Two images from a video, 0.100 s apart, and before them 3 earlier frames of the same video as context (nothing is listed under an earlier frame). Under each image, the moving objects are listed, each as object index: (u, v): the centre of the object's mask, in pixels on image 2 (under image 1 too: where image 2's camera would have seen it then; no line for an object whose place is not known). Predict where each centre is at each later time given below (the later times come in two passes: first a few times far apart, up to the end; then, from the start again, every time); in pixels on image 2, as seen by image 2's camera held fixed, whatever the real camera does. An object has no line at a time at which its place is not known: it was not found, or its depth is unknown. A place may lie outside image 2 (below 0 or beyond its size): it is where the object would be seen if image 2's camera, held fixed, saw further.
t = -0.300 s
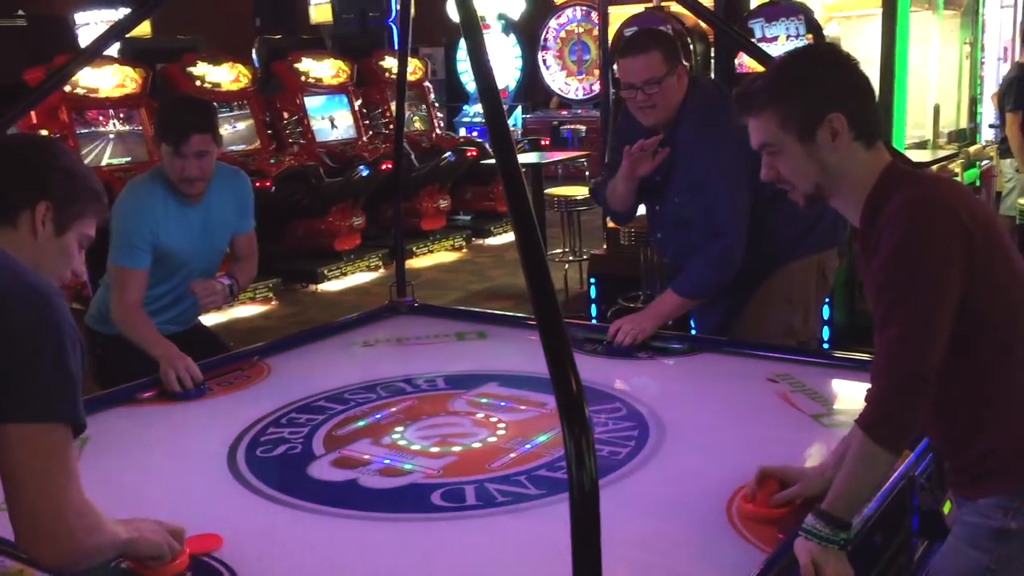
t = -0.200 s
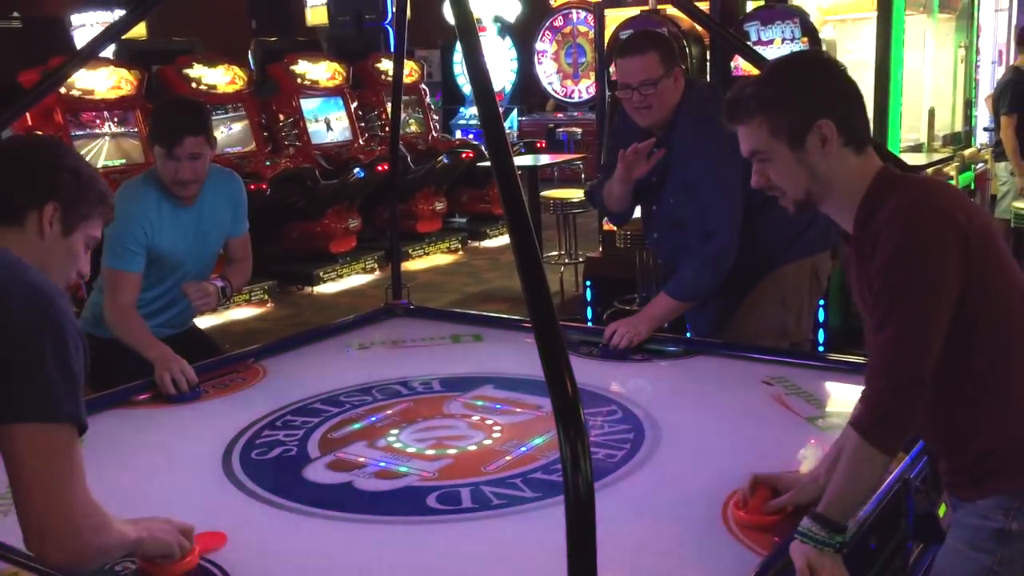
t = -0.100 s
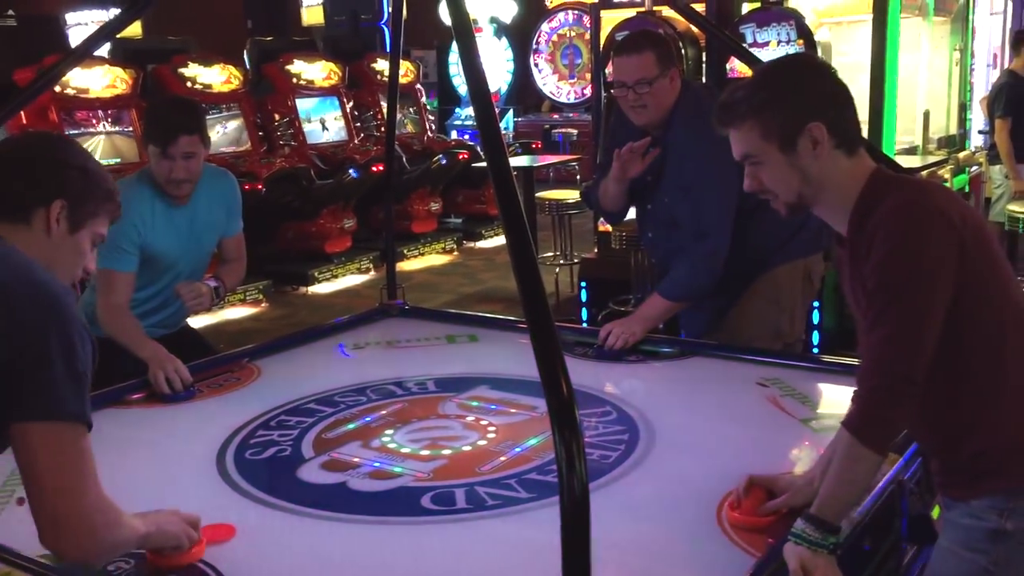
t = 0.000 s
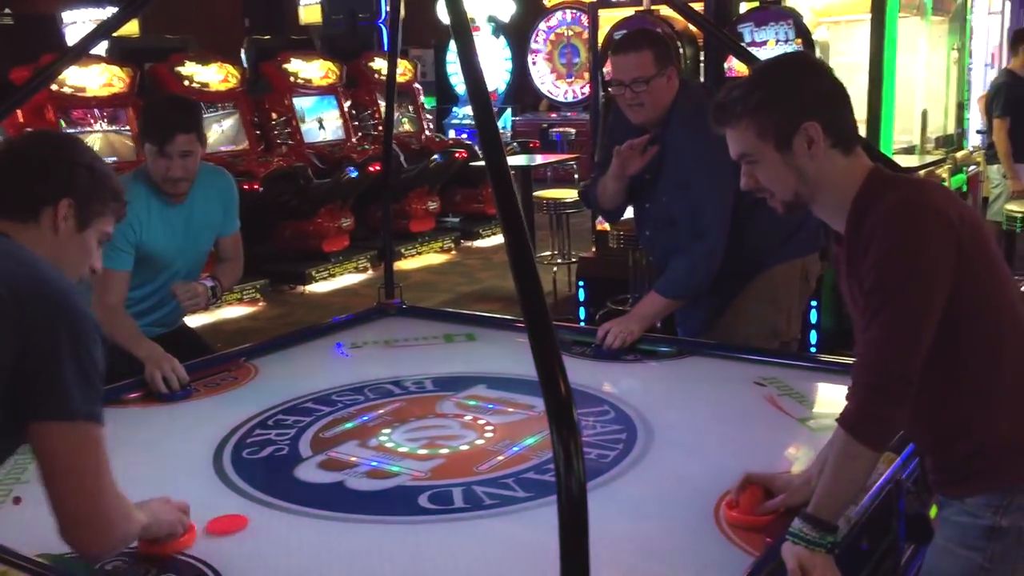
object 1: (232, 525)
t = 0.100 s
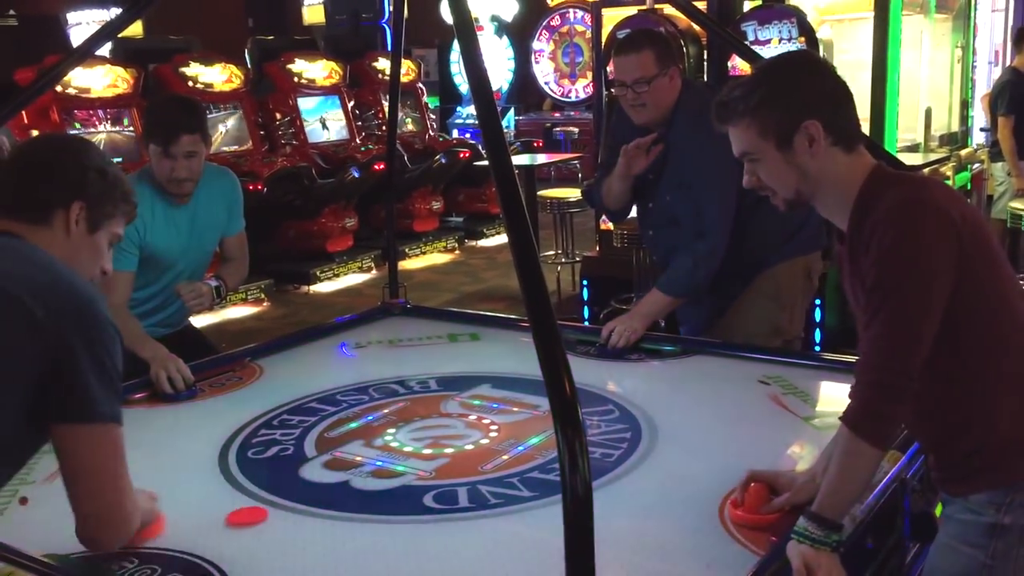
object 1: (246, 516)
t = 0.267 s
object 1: (269, 505)
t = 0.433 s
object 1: (289, 495)
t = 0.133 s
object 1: (250, 514)
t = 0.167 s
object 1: (256, 512)
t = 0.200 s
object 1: (260, 509)
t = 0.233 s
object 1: (265, 507)
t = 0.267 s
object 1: (269, 505)
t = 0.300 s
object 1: (273, 503)
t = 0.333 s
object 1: (277, 501)
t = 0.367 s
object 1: (281, 499)
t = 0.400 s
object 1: (285, 497)
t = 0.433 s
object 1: (289, 495)
